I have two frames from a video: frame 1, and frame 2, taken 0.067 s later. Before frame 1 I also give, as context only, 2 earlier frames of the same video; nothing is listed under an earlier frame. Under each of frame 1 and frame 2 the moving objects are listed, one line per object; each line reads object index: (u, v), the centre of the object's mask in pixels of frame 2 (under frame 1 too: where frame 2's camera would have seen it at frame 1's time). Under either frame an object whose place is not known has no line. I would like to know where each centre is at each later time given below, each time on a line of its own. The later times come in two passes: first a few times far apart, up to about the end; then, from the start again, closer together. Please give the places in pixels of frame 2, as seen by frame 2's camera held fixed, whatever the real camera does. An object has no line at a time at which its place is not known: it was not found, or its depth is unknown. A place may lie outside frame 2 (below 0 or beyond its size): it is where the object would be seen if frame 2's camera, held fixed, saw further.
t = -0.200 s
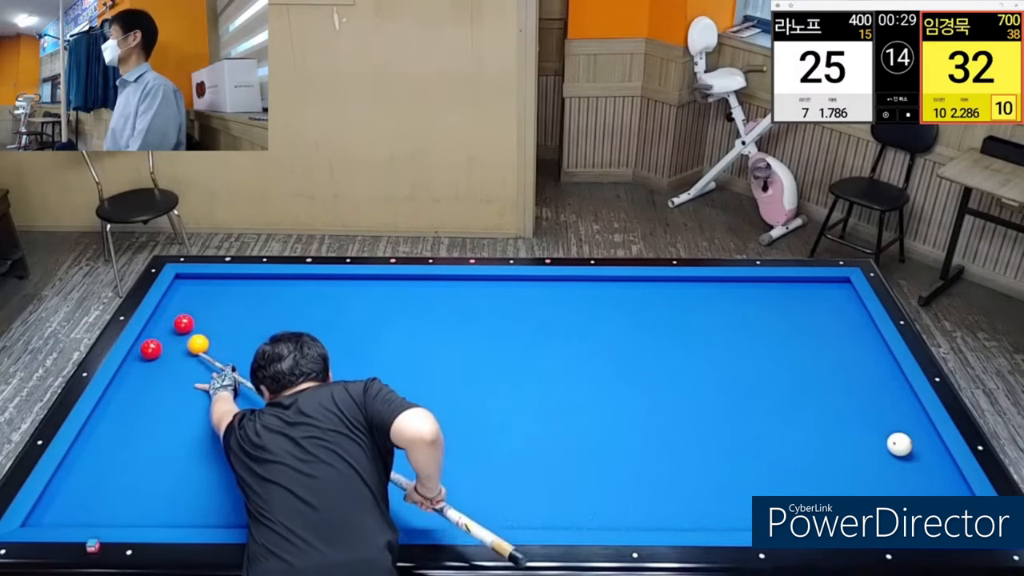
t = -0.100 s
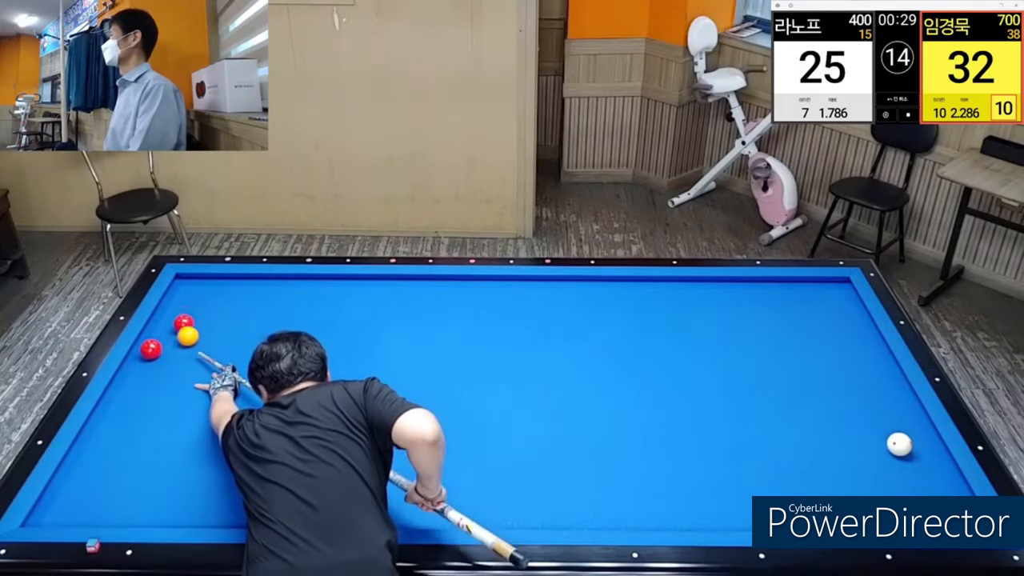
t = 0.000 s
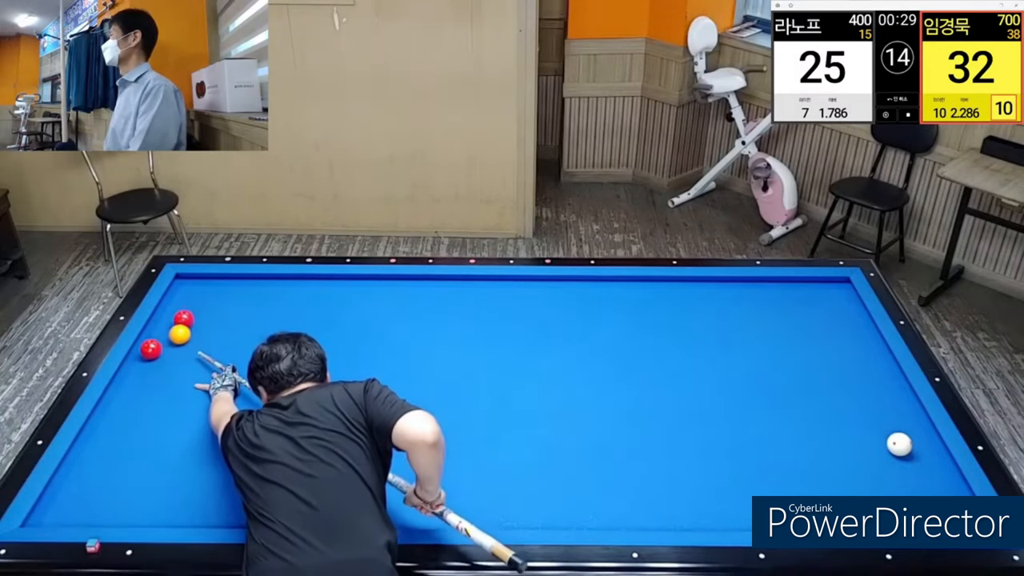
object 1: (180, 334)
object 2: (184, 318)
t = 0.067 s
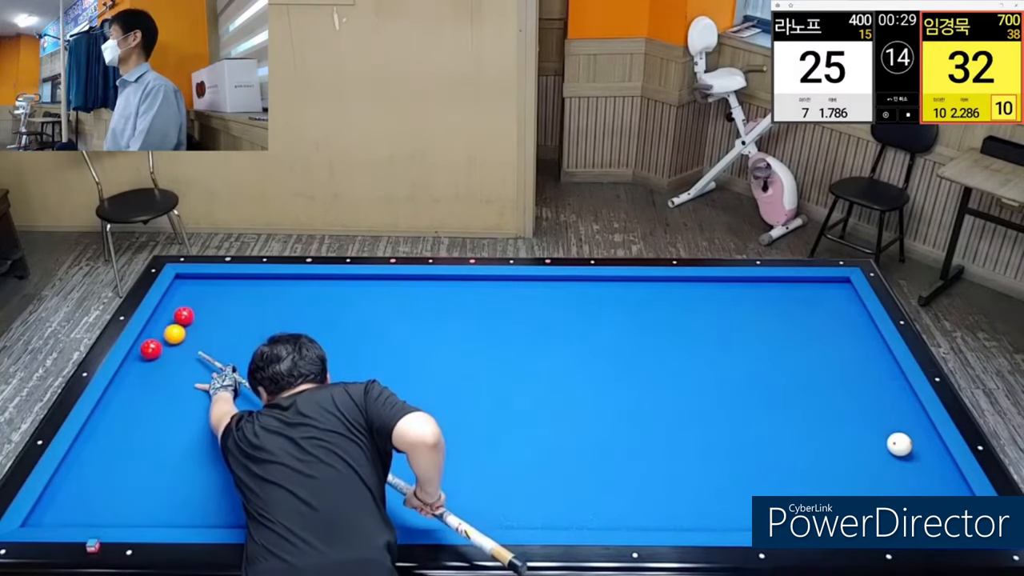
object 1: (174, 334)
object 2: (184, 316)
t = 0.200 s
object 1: (165, 333)
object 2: (184, 310)
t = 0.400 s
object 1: (150, 332)
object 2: (184, 301)
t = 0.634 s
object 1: (158, 334)
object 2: (184, 291)
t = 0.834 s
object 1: (163, 337)
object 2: (184, 283)
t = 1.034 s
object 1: (169, 339)
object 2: (182, 280)
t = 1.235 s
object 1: (176, 339)
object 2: (179, 285)
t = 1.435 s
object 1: (182, 340)
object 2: (179, 288)
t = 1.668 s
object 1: (188, 341)
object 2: (179, 292)
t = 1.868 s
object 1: (193, 341)
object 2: (179, 295)
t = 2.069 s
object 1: (198, 342)
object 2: (178, 298)
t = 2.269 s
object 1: (202, 342)
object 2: (178, 301)
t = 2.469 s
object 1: (206, 342)
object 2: (178, 303)
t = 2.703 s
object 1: (210, 342)
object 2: (177, 306)
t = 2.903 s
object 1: (212, 342)
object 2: (176, 308)
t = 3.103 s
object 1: (215, 342)
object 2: (176, 310)
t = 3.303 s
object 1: (216, 342)
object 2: (176, 312)
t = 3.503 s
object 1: (218, 342)
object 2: (177, 313)
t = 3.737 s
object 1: (219, 342)
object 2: (177, 314)
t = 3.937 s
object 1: (219, 342)
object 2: (177, 315)
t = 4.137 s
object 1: (219, 342)
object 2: (178, 315)
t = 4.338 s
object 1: (219, 342)
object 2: (178, 315)
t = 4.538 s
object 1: (219, 342)
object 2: (178, 315)
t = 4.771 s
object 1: (219, 342)
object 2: (178, 315)
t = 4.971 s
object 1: (219, 342)
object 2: (178, 315)
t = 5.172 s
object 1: (219, 342)
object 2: (178, 315)
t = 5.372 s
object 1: (219, 342)
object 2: (178, 315)
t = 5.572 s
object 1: (219, 342)
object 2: (178, 315)
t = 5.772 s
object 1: (219, 342)
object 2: (178, 315)
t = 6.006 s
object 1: (219, 342)
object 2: (178, 315)
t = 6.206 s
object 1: (219, 342)
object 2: (178, 315)
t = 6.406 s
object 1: (219, 342)
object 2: (178, 315)
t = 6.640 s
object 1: (219, 342)
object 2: (178, 315)
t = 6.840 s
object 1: (219, 342)
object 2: (178, 315)
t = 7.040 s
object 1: (219, 342)
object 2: (178, 315)
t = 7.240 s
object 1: (219, 342)
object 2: (178, 315)
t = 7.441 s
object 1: (219, 342)
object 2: (178, 315)
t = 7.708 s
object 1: (219, 342)
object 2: (178, 315)
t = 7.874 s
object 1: (219, 342)
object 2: (178, 315)
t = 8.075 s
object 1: (219, 342)
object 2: (178, 315)
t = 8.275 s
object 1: (219, 342)
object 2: (178, 315)
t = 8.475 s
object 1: (219, 342)
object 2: (178, 315)
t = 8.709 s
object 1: (219, 342)
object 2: (178, 315)
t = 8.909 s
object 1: (219, 342)
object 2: (178, 315)
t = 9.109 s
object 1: (219, 342)
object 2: (178, 315)
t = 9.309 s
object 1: (219, 342)
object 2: (178, 315)
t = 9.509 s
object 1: (219, 342)
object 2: (178, 315)
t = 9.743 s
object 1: (219, 342)
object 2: (178, 315)
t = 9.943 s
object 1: (219, 342)
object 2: (178, 315)
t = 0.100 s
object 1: (172, 334)
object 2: (184, 315)
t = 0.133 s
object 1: (169, 334)
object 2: (184, 313)
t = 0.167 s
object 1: (167, 334)
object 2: (184, 312)
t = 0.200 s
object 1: (165, 333)
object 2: (184, 310)
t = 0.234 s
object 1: (162, 333)
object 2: (184, 308)
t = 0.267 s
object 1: (160, 332)
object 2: (184, 307)
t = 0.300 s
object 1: (158, 332)
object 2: (184, 305)
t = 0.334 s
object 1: (155, 332)
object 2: (184, 304)
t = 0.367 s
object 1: (152, 332)
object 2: (184, 302)
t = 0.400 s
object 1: (150, 332)
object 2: (184, 301)
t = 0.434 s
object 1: (151, 332)
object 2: (184, 299)
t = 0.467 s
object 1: (152, 332)
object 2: (184, 298)
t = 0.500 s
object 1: (153, 333)
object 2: (184, 296)
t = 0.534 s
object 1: (154, 333)
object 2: (184, 295)
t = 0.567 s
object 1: (155, 333)
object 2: (184, 293)
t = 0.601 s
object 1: (157, 334)
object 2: (184, 292)
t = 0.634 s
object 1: (158, 334)
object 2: (184, 291)
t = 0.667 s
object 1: (158, 334)
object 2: (184, 290)
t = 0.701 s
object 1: (159, 335)
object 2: (184, 288)
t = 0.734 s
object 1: (160, 336)
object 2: (184, 287)
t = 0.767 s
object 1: (161, 336)
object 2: (184, 285)
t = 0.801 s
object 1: (162, 337)
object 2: (184, 284)
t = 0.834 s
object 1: (163, 337)
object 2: (184, 283)
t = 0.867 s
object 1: (164, 337)
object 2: (184, 281)
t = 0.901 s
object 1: (165, 338)
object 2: (184, 280)
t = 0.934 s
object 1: (166, 338)
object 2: (184, 279)
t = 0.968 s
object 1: (168, 338)
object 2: (183, 279)
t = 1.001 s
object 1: (168, 338)
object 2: (182, 280)
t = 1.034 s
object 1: (169, 339)
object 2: (182, 280)
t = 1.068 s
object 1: (171, 339)
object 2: (181, 281)
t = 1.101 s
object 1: (172, 339)
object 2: (180, 282)
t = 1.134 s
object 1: (172, 339)
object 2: (180, 283)
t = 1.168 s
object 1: (174, 339)
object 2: (180, 283)
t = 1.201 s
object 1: (175, 339)
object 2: (180, 284)
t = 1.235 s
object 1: (176, 339)
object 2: (179, 285)
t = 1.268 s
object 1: (177, 339)
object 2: (179, 285)
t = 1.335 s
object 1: (178, 340)
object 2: (179, 286)
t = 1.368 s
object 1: (180, 340)
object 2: (179, 287)
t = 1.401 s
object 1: (181, 340)
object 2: (179, 288)
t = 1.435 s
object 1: (182, 340)
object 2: (179, 288)
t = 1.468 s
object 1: (183, 340)
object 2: (179, 289)
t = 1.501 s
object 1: (184, 340)
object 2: (179, 289)
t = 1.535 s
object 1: (185, 340)
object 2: (179, 290)
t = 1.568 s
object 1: (186, 339)
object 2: (179, 290)
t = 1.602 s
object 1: (187, 340)
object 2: (179, 291)
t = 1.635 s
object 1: (188, 341)
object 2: (179, 291)
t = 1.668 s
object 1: (188, 341)
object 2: (179, 292)
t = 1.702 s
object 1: (189, 341)
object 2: (179, 293)
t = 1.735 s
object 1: (190, 341)
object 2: (179, 293)
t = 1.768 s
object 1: (191, 341)
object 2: (179, 294)
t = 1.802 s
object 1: (192, 341)
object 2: (179, 294)
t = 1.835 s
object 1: (192, 341)
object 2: (179, 295)
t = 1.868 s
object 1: (193, 341)
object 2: (179, 295)
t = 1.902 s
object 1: (194, 341)
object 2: (179, 296)
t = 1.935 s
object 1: (195, 341)
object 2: (179, 296)
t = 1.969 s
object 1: (196, 341)
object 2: (178, 297)
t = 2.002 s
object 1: (196, 342)
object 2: (178, 297)
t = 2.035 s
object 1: (197, 342)
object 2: (178, 297)
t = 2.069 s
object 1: (198, 342)
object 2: (178, 298)
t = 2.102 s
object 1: (198, 342)
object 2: (178, 298)
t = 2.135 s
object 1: (199, 342)
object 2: (178, 299)
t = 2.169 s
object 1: (200, 342)
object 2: (178, 299)
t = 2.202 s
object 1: (201, 342)
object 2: (178, 300)
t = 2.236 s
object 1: (201, 342)
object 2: (178, 300)
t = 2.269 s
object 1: (202, 342)
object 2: (178, 301)
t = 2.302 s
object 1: (203, 342)
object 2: (178, 301)
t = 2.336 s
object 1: (203, 342)
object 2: (178, 302)
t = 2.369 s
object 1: (204, 342)
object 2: (178, 302)
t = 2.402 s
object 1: (205, 342)
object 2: (178, 302)
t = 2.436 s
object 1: (205, 342)
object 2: (178, 303)
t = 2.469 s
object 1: (206, 342)
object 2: (178, 303)
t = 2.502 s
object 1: (206, 342)
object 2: (177, 304)
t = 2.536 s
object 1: (207, 342)
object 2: (177, 304)
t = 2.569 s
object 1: (208, 342)
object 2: (177, 304)
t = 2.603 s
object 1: (208, 342)
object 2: (177, 305)
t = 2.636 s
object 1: (209, 342)
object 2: (177, 305)
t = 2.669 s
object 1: (209, 342)
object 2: (177, 306)
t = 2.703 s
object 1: (210, 342)
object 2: (177, 306)
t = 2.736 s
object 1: (210, 342)
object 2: (177, 307)
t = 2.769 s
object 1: (211, 342)
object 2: (177, 307)
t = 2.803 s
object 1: (211, 342)
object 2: (176, 307)
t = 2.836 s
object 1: (212, 342)
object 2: (176, 308)
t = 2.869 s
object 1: (212, 342)
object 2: (176, 308)
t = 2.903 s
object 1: (212, 342)
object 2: (176, 308)
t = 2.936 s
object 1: (213, 342)
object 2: (176, 309)
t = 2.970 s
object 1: (213, 342)
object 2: (176, 309)
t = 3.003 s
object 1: (214, 342)
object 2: (176, 309)
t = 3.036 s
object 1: (214, 342)
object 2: (176, 310)
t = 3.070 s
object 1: (214, 342)
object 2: (176, 310)
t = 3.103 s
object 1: (215, 342)
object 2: (176, 310)
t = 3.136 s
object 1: (215, 342)
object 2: (176, 311)
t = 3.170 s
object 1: (215, 342)
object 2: (176, 311)
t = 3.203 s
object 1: (216, 342)
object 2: (176, 311)
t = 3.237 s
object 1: (216, 342)
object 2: (176, 311)
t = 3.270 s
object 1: (216, 342)
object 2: (176, 311)
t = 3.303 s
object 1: (216, 342)
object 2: (176, 312)
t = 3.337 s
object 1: (217, 342)
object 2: (176, 312)
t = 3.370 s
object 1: (217, 342)
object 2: (176, 312)
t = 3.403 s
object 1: (217, 342)
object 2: (176, 312)
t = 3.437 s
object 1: (217, 342)
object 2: (176, 313)
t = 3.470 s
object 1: (218, 342)
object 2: (176, 313)
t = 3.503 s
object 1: (218, 342)
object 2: (177, 313)
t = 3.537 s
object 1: (218, 342)
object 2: (177, 313)
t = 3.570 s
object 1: (218, 342)
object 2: (177, 313)
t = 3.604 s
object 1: (219, 342)
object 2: (177, 314)
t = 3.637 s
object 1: (219, 342)
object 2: (177, 314)
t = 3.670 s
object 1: (219, 342)
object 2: (177, 314)
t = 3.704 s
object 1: (219, 342)
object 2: (177, 314)
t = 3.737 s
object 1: (219, 342)
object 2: (177, 314)
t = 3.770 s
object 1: (219, 342)
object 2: (177, 314)
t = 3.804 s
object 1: (219, 342)
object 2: (177, 314)
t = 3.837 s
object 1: (219, 342)
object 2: (177, 315)
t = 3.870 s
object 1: (219, 342)
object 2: (177, 315)
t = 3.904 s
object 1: (219, 342)
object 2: (177, 315)
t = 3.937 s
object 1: (219, 342)
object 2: (177, 315)
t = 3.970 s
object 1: (219, 342)
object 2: (177, 315)
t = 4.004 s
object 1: (219, 342)
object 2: (177, 315)
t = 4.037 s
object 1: (219, 342)
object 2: (177, 315)
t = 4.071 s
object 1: (219, 342)
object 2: (178, 315)
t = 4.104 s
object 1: (219, 342)
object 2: (177, 315)
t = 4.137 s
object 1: (219, 342)
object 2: (178, 315)
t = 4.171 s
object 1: (219, 342)
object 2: (178, 315)
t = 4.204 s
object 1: (219, 342)
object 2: (178, 315)
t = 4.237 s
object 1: (219, 342)
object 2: (178, 315)
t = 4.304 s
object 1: (219, 342)
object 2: (178, 315)
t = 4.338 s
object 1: (219, 342)
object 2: (178, 315)
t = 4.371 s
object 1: (219, 342)
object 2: (178, 315)
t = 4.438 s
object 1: (219, 342)
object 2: (178, 315)
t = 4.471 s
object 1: (219, 342)
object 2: (178, 315)
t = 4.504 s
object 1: (219, 342)
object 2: (178, 315)
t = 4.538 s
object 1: (219, 342)
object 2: (178, 315)
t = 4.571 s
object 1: (219, 342)
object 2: (178, 315)
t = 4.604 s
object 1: (219, 342)
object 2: (178, 315)
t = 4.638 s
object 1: (219, 342)
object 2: (178, 315)
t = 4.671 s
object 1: (219, 342)
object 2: (178, 315)
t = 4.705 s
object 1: (219, 342)
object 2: (178, 315)
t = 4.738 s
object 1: (219, 342)
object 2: (178, 315)
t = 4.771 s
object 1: (219, 342)
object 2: (178, 315)
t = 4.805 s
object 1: (219, 342)
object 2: (178, 315)
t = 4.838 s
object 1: (219, 342)
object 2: (178, 315)
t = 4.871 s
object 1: (219, 342)
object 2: (178, 315)
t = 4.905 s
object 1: (219, 342)
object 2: (178, 315)
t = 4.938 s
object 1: (219, 342)
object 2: (178, 315)
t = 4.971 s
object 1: (219, 342)
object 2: (178, 315)
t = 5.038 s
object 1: (219, 342)
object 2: (178, 315)
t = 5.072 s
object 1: (219, 342)
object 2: (178, 315)
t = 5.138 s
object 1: (219, 342)
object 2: (178, 315)
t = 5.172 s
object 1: (219, 342)
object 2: (178, 315)
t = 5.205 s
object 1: (219, 342)
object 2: (178, 315)
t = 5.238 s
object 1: (219, 342)
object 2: (178, 315)
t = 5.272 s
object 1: (219, 342)
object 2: (178, 315)
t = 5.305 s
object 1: (219, 342)
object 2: (178, 315)
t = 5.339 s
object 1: (219, 342)
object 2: (178, 315)
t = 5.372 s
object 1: (219, 342)
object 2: (178, 315)
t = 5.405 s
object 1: (219, 342)
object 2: (178, 315)
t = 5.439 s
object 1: (219, 342)
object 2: (178, 315)
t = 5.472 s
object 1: (219, 342)
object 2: (178, 315)
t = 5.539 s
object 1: (219, 342)
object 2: (178, 315)
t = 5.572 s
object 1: (219, 342)
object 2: (178, 315)
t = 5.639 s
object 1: (219, 342)
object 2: (178, 315)
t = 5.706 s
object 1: (219, 342)
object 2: (178, 315)
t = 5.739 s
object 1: (219, 342)
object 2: (178, 315)
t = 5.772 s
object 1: (219, 342)
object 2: (178, 315)
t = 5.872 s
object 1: (219, 342)
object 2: (178, 315)
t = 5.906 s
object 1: (219, 342)
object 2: (178, 315)
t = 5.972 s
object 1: (219, 342)
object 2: (178, 315)
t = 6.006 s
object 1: (219, 342)
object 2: (178, 315)
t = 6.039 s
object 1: (219, 342)
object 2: (178, 315)
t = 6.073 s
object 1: (219, 342)
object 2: (178, 315)
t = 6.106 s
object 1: (219, 342)
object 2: (178, 315)
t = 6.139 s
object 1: (219, 342)
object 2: (178, 315)
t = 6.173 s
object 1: (219, 342)
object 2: (178, 315)
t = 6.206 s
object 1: (219, 342)
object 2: (178, 315)
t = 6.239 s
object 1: (219, 342)
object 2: (178, 315)
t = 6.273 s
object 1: (219, 342)
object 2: (178, 315)
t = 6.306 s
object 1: (219, 342)
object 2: (178, 315)
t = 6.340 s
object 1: (219, 342)
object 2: (178, 315)
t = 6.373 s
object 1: (219, 342)
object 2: (178, 315)
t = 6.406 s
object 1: (219, 342)
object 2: (178, 315)
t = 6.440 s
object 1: (219, 342)
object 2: (178, 315)
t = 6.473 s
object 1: (219, 342)
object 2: (178, 315)
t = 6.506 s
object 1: (219, 342)
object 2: (178, 315)
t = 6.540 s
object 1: (219, 342)
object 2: (178, 315)
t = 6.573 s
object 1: (219, 342)
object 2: (178, 315)
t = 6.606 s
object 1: (219, 342)
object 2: (178, 315)
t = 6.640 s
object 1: (219, 342)
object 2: (178, 315)
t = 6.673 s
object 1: (219, 342)
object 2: (178, 315)
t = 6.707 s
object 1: (219, 342)
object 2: (178, 315)
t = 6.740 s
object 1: (219, 342)
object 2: (178, 315)
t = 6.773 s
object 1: (219, 342)
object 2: (178, 315)
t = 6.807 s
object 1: (219, 342)
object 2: (178, 315)
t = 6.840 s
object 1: (219, 342)
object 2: (178, 315)
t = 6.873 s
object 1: (219, 342)
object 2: (178, 315)
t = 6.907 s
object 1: (219, 342)
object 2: (178, 315)
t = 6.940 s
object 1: (219, 342)
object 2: (178, 315)
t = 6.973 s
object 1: (219, 342)
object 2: (178, 315)
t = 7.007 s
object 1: (219, 342)
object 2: (178, 315)
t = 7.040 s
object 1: (219, 342)
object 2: (178, 315)
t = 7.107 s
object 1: (219, 342)
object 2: (178, 315)
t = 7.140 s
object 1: (219, 342)
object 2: (178, 315)
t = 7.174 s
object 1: (219, 342)
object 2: (178, 315)
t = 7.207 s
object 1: (219, 342)
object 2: (178, 315)
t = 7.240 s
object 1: (219, 342)
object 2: (178, 315)
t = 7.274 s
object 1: (219, 342)
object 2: (178, 315)
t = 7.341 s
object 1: (219, 342)
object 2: (178, 315)
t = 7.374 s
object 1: (219, 342)
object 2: (178, 315)
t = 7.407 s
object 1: (219, 342)
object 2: (178, 315)
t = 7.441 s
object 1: (219, 342)
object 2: (178, 315)
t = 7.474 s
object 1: (219, 342)
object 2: (178, 315)
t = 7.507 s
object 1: (219, 342)
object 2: (178, 315)
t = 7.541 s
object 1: (219, 342)
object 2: (178, 315)
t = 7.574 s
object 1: (219, 342)
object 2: (178, 315)
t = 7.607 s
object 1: (219, 342)
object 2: (178, 315)
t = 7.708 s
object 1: (219, 342)
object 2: (178, 315)
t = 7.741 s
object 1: (219, 342)
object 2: (178, 315)
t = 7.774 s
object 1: (219, 342)
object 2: (178, 315)
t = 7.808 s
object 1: (219, 342)
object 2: (178, 315)
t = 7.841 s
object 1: (219, 342)
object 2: (178, 315)
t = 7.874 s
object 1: (219, 342)
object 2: (178, 315)
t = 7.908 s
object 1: (219, 342)
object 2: (178, 315)
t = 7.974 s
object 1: (219, 342)
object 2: (178, 315)
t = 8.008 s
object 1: (219, 342)
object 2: (178, 315)
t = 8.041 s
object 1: (219, 342)
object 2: (178, 315)
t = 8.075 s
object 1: (219, 342)
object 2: (178, 315)
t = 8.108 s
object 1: (219, 342)
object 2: (178, 315)
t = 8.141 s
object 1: (219, 342)
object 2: (178, 315)
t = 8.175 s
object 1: (219, 342)
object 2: (178, 315)
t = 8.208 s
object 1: (219, 342)
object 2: (178, 315)
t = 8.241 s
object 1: (219, 342)
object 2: (178, 315)
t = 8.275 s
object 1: (219, 342)
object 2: (178, 315)
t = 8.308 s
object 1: (219, 342)
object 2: (178, 315)
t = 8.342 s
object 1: (219, 342)
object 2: (178, 315)
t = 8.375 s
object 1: (219, 342)
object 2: (178, 315)
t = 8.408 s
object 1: (219, 342)
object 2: (178, 315)
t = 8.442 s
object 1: (219, 342)
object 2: (178, 315)
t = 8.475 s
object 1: (219, 342)
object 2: (178, 315)
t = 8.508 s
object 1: (219, 342)
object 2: (178, 315)
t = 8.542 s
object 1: (219, 342)
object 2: (178, 315)
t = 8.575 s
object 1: (219, 342)
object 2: (178, 315)
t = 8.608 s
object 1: (219, 342)
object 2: (178, 315)
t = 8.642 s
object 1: (219, 342)
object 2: (178, 315)
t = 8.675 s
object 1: (219, 342)
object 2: (178, 315)
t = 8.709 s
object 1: (219, 342)
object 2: (178, 315)
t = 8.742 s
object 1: (219, 342)
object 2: (178, 315)
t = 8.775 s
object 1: (219, 342)
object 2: (178, 315)
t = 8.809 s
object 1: (219, 342)
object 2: (178, 315)
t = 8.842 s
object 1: (219, 342)
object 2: (178, 315)
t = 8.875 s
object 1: (219, 342)
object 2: (178, 315)
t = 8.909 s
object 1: (219, 342)
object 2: (178, 315)
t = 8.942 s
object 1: (219, 342)
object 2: (178, 315)
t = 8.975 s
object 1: (219, 342)
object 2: (178, 315)
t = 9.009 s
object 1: (219, 342)
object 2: (178, 315)
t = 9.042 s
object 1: (219, 342)
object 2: (178, 315)
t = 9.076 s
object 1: (219, 342)
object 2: (178, 315)
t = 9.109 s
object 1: (219, 342)
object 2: (178, 315)
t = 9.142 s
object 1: (219, 342)
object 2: (178, 315)
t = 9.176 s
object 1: (219, 342)
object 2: (178, 315)
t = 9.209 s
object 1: (219, 342)
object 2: (178, 315)
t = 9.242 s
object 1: (219, 342)
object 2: (178, 315)
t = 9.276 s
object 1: (219, 342)
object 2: (178, 315)
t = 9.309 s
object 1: (219, 342)
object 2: (178, 315)
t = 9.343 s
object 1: (219, 342)
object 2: (178, 315)
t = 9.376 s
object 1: (219, 342)
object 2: (178, 315)
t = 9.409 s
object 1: (219, 342)
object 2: (178, 315)
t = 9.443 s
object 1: (219, 342)
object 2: (178, 315)
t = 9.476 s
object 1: (219, 342)
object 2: (178, 315)
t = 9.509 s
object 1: (219, 342)
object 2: (178, 315)
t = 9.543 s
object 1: (219, 342)
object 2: (178, 315)
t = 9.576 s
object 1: (219, 342)
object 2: (178, 315)
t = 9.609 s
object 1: (219, 342)
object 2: (178, 315)
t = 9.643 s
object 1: (219, 342)
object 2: (178, 315)
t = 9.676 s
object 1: (219, 342)
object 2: (178, 315)
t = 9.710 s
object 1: (219, 342)
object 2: (178, 315)
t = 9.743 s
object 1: (219, 342)
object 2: (178, 315)
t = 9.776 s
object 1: (219, 342)
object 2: (178, 315)
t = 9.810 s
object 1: (219, 342)
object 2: (178, 315)
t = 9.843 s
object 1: (219, 342)
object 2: (178, 315)
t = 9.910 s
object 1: (219, 342)
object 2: (178, 315)
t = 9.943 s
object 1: (219, 342)
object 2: (178, 315)
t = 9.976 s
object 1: (219, 342)
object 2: (178, 315)
